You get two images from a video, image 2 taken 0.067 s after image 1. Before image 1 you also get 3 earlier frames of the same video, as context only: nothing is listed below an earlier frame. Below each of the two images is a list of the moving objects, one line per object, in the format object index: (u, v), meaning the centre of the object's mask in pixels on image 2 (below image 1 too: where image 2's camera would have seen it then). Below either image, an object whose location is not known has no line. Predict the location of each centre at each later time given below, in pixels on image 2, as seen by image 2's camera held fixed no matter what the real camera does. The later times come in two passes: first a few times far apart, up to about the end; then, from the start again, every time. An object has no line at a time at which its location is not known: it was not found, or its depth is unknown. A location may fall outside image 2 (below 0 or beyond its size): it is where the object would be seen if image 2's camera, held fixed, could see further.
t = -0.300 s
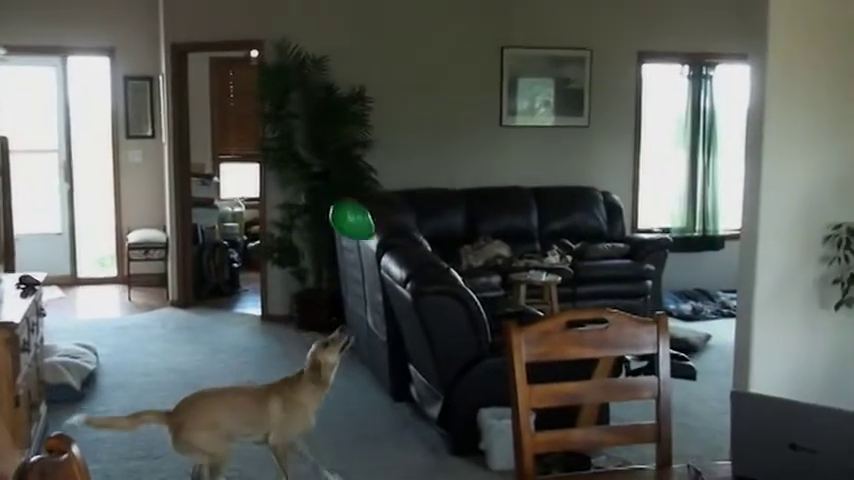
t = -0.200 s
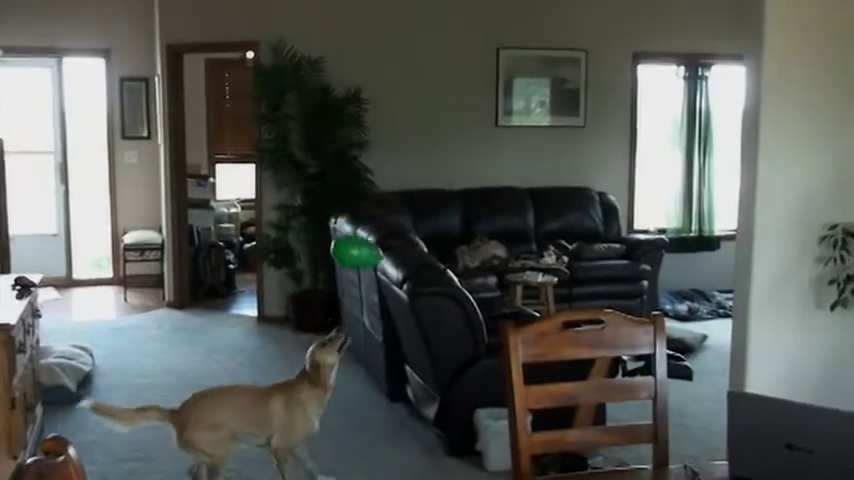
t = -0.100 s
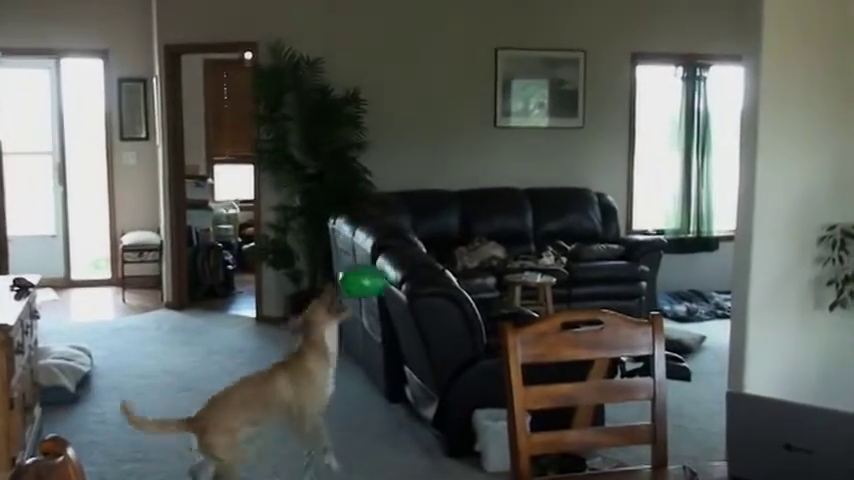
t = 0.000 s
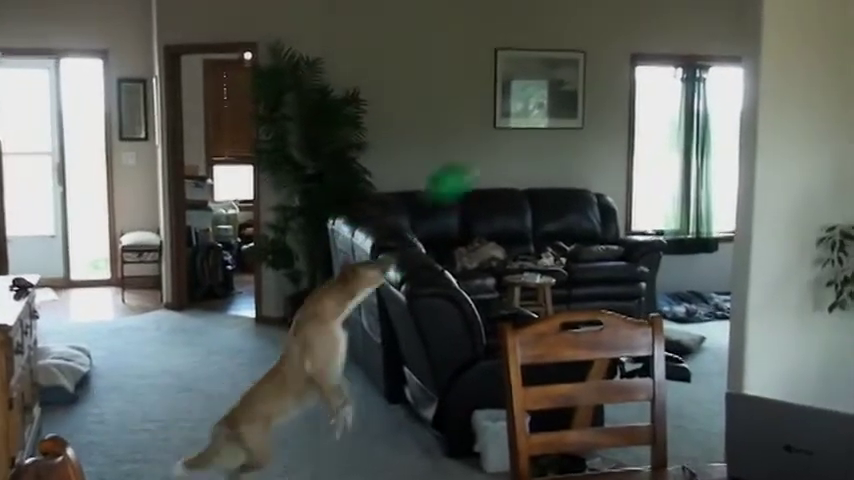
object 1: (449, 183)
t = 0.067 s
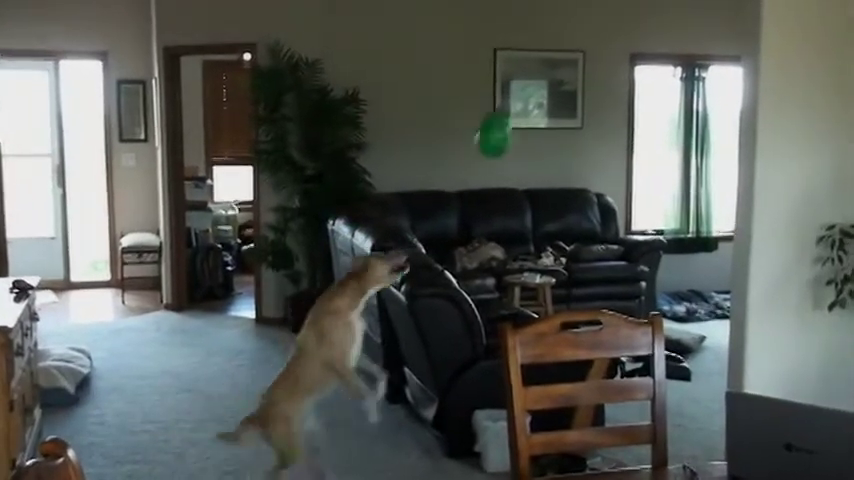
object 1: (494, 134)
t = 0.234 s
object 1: (556, 60)
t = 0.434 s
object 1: (586, 28)
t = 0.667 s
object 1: (606, 21)
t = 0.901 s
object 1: (626, 42)
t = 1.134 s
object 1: (637, 84)
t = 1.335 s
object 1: (650, 127)
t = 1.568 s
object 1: (652, 178)
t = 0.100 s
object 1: (509, 113)
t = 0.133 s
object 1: (524, 95)
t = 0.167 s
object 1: (539, 81)
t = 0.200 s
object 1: (547, 69)
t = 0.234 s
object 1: (556, 60)
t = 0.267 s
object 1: (563, 51)
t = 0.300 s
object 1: (569, 44)
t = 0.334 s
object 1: (574, 39)
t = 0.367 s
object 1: (579, 35)
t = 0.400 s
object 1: (582, 31)
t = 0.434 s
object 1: (586, 28)
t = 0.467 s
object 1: (590, 26)
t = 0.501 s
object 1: (592, 23)
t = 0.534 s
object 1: (595, 21)
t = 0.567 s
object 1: (598, 21)
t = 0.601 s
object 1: (601, 20)
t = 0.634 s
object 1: (604, 20)
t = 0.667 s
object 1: (606, 21)
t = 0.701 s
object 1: (609, 22)
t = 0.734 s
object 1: (612, 23)
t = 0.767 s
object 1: (615, 25)
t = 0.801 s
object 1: (618, 28)
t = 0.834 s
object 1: (620, 32)
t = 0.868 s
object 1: (624, 37)
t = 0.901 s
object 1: (626, 42)
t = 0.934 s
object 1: (628, 47)
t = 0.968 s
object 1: (631, 51)
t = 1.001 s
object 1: (631, 57)
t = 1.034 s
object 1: (633, 63)
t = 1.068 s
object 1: (634, 69)
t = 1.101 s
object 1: (635, 77)
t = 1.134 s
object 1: (637, 84)
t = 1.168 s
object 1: (640, 91)
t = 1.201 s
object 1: (640, 97)
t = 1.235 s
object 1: (645, 106)
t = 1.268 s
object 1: (646, 113)
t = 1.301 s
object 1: (648, 121)
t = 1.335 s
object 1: (650, 127)
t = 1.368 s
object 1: (651, 135)
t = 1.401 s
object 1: (651, 141)
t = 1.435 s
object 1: (652, 148)
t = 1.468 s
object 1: (652, 155)
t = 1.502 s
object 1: (652, 162)
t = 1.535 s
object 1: (652, 170)
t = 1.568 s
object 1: (652, 178)
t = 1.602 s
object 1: (652, 186)
